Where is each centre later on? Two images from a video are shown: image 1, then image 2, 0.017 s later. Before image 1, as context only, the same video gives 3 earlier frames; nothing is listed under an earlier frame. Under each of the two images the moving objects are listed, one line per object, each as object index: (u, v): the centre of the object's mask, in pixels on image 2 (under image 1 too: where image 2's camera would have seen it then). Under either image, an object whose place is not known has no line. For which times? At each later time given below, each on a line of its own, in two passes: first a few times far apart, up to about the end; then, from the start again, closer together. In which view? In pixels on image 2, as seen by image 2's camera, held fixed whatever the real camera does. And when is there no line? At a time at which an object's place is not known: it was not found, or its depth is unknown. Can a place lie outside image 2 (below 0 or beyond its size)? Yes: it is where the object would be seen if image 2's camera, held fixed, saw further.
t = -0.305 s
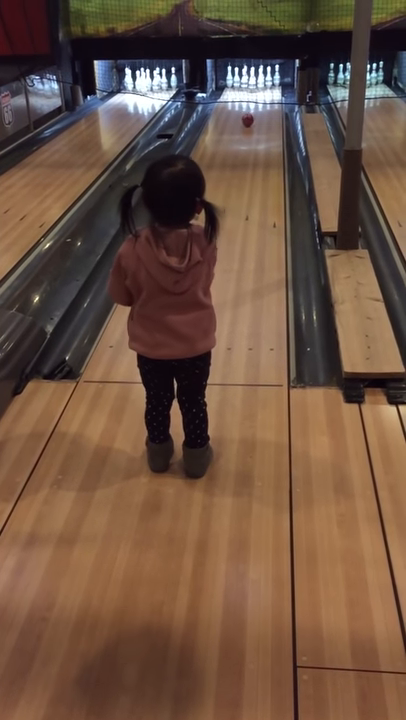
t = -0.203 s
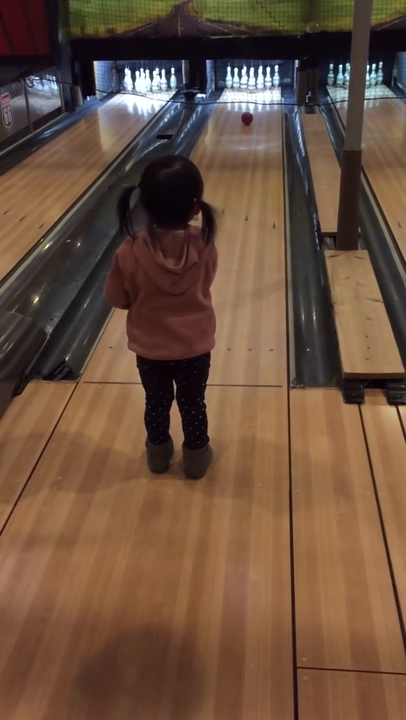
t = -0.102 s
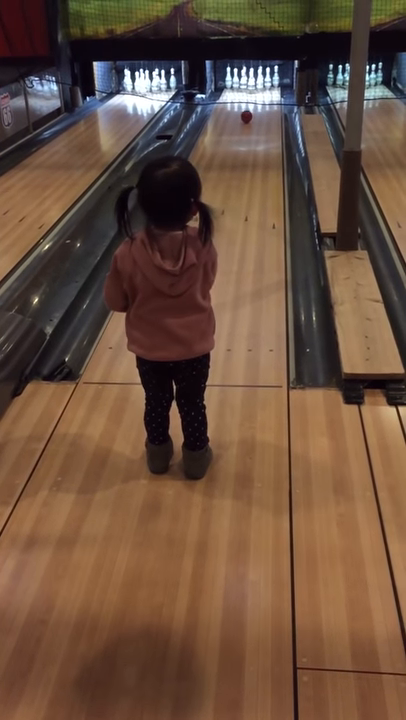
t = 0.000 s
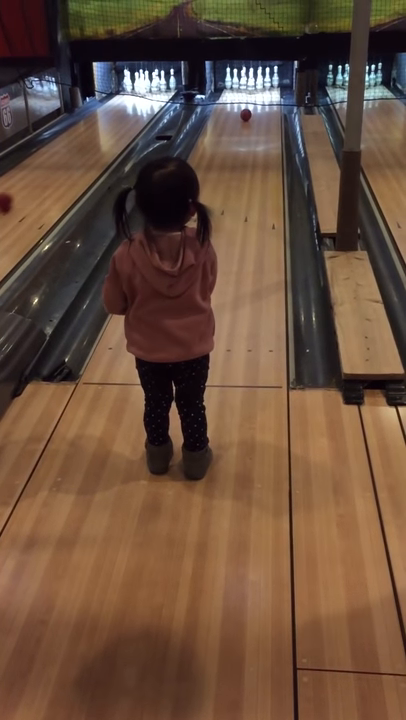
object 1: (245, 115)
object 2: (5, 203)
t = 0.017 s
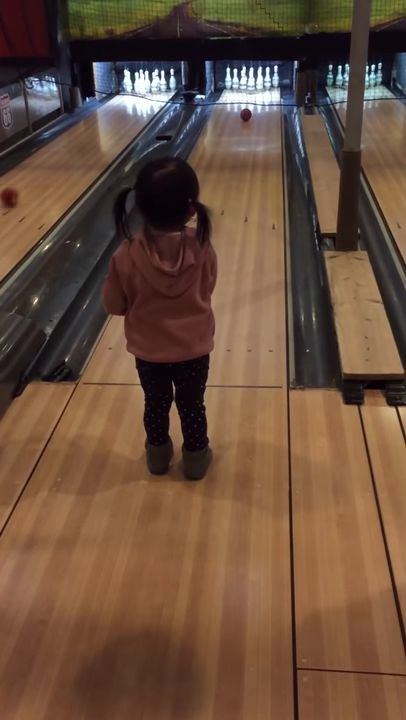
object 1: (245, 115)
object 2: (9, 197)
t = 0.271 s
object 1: (244, 110)
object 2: (71, 148)
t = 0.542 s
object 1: (243, 105)
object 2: (111, 116)
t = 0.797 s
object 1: (242, 101)
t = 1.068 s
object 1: (241, 97)
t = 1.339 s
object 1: (239, 93)
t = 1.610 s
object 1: (237, 91)
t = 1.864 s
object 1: (236, 88)
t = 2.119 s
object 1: (234, 86)
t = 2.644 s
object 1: (228, 88)
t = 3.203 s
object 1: (220, 89)
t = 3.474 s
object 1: (216, 91)
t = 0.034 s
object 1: (245, 114)
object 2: (15, 193)
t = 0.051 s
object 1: (245, 114)
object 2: (19, 189)
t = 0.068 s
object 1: (245, 114)
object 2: (24, 185)
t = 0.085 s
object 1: (245, 113)
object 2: (29, 182)
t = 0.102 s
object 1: (245, 113)
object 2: (33, 178)
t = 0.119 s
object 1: (245, 112)
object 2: (38, 174)
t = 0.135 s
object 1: (245, 112)
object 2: (42, 171)
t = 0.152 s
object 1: (245, 112)
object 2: (46, 168)
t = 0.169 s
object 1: (245, 111)
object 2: (50, 164)
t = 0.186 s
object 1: (245, 111)
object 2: (54, 161)
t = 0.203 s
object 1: (245, 111)
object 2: (58, 158)
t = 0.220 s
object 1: (245, 110)
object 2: (61, 156)
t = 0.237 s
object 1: (245, 110)
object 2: (65, 153)
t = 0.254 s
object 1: (245, 110)
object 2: (68, 150)
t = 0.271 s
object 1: (244, 110)
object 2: (71, 148)
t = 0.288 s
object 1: (244, 109)
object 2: (74, 145)
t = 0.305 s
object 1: (244, 109)
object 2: (77, 143)
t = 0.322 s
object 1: (244, 109)
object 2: (80, 141)
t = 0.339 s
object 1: (244, 109)
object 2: (83, 138)
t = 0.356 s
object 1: (244, 108)
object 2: (85, 136)
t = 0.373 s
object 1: (244, 108)
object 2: (88, 135)
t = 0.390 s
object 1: (244, 107)
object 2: (91, 132)
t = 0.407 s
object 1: (244, 107)
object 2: (93, 130)
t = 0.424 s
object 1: (244, 107)
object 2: (96, 128)
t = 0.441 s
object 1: (244, 106)
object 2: (98, 126)
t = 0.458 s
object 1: (244, 106)
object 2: (101, 124)
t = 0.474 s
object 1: (244, 106)
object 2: (103, 122)
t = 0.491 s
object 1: (244, 106)
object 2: (105, 121)
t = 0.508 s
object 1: (243, 105)
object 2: (108, 119)
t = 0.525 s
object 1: (243, 105)
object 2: (109, 117)
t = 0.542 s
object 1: (243, 105)
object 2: (111, 116)
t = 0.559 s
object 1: (243, 104)
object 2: (114, 114)
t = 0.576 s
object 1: (243, 104)
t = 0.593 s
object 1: (243, 104)
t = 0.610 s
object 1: (243, 104)
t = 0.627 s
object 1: (243, 103)
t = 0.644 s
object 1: (243, 103)
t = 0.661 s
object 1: (243, 103)
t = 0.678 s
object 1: (243, 103)
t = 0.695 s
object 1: (242, 102)
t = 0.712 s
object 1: (242, 102)
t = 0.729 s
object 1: (242, 102)
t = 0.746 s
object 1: (242, 101)
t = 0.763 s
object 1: (242, 101)
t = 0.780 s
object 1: (242, 101)
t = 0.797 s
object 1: (242, 101)
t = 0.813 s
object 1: (242, 101)
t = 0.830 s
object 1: (242, 100)
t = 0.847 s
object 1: (242, 100)
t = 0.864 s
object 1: (242, 100)
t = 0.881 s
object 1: (241, 100)
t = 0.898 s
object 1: (241, 99)
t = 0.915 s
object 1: (241, 99)
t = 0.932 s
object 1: (241, 99)
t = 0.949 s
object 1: (241, 99)
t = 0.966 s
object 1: (241, 98)
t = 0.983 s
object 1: (241, 98)
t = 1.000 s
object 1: (241, 98)
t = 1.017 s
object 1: (241, 98)
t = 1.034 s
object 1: (241, 97)
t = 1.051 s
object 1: (241, 98)
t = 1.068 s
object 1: (241, 97)
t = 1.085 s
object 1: (240, 97)
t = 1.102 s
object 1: (240, 97)
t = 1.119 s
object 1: (240, 97)
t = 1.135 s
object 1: (240, 97)
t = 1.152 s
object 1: (240, 96)
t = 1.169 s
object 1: (240, 96)
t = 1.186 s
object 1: (240, 95)
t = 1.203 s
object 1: (240, 95)
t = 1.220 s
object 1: (239, 95)
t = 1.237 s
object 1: (239, 95)
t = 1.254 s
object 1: (239, 94)
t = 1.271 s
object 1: (239, 94)
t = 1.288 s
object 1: (239, 94)
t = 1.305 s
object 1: (239, 94)
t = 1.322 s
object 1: (239, 93)
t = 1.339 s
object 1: (239, 93)
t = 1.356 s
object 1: (239, 92)
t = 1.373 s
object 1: (239, 92)
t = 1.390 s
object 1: (239, 92)
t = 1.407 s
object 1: (238, 92)
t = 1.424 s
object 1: (239, 92)
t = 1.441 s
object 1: (238, 92)
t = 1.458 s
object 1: (238, 91)
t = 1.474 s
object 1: (238, 91)
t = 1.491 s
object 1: (238, 90)
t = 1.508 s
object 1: (238, 90)
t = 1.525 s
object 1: (238, 90)
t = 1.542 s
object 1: (238, 91)
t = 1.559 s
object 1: (238, 91)
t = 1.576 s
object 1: (237, 91)
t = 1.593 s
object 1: (238, 91)
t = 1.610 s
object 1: (237, 91)
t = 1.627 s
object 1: (237, 90)
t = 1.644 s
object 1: (237, 90)
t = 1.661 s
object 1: (237, 90)
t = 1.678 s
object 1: (237, 90)
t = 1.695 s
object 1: (236, 90)
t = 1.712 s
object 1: (236, 90)
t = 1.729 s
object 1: (236, 89)
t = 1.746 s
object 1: (236, 89)
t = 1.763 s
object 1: (236, 89)
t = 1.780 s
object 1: (236, 89)
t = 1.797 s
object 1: (236, 89)
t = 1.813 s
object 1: (236, 89)
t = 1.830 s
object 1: (236, 88)
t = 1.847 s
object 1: (236, 88)
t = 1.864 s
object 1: (236, 88)
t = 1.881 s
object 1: (235, 87)
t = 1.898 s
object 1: (235, 87)
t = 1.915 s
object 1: (235, 87)
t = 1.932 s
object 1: (235, 87)
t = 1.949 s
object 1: (234, 87)
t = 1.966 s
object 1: (234, 87)
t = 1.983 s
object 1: (234, 86)
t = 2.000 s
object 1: (234, 86)
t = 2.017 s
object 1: (234, 86)
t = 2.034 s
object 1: (235, 86)
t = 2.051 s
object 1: (235, 86)
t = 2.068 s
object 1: (234, 86)
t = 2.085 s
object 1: (234, 86)
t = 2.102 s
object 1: (234, 86)
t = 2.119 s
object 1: (234, 86)
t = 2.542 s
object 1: (230, 88)
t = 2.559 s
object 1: (230, 88)
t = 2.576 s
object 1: (229, 88)
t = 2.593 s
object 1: (229, 88)
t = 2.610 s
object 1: (229, 88)
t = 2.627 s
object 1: (228, 88)
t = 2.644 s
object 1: (228, 88)
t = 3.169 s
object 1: (220, 89)
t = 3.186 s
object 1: (220, 89)
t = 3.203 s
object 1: (220, 89)
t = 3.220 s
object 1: (220, 89)
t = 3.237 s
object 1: (220, 89)
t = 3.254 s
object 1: (219, 90)
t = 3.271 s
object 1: (219, 89)
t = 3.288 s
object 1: (218, 89)
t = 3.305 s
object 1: (218, 90)
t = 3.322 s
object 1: (218, 90)
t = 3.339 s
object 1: (218, 90)
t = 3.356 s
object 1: (217, 90)
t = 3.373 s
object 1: (217, 90)
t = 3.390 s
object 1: (217, 90)
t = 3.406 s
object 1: (216, 90)
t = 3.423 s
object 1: (216, 91)
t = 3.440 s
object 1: (216, 90)
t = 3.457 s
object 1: (215, 90)
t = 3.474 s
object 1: (216, 91)
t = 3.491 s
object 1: (215, 91)
